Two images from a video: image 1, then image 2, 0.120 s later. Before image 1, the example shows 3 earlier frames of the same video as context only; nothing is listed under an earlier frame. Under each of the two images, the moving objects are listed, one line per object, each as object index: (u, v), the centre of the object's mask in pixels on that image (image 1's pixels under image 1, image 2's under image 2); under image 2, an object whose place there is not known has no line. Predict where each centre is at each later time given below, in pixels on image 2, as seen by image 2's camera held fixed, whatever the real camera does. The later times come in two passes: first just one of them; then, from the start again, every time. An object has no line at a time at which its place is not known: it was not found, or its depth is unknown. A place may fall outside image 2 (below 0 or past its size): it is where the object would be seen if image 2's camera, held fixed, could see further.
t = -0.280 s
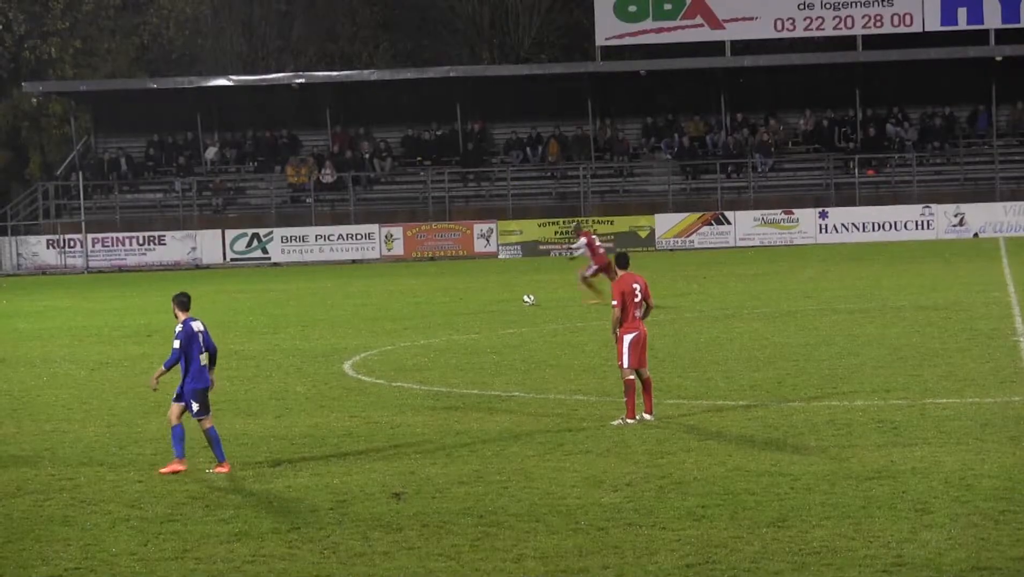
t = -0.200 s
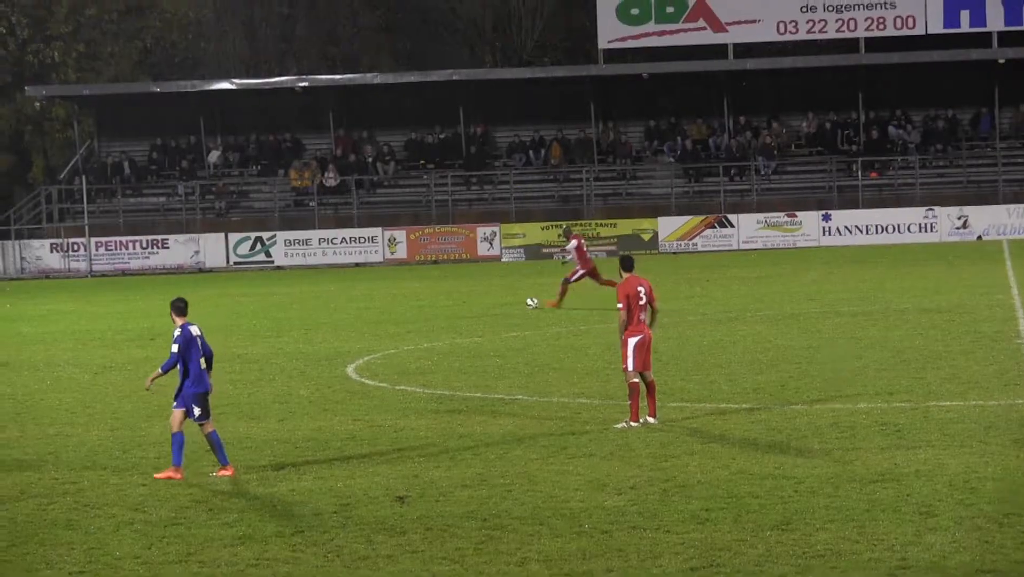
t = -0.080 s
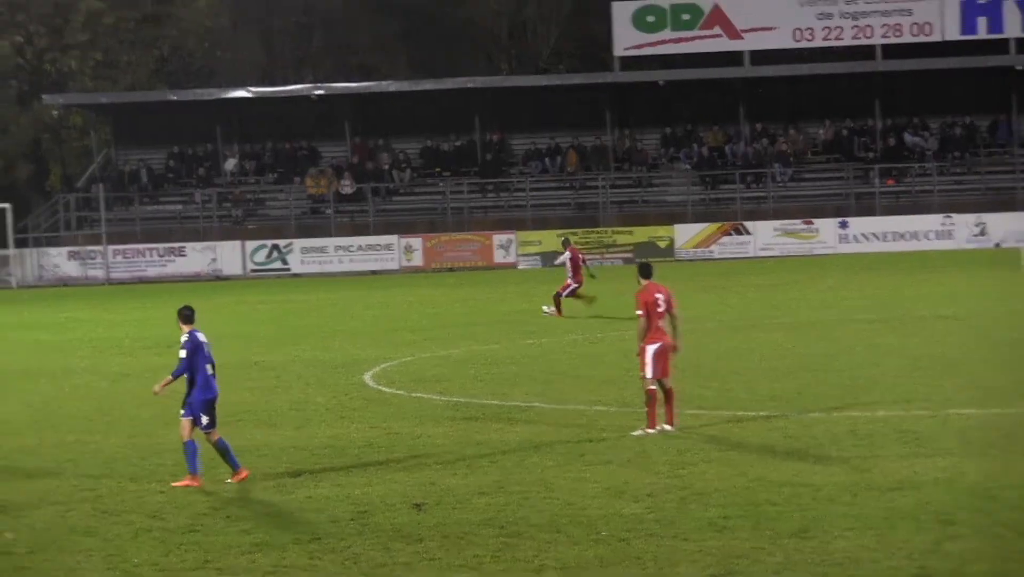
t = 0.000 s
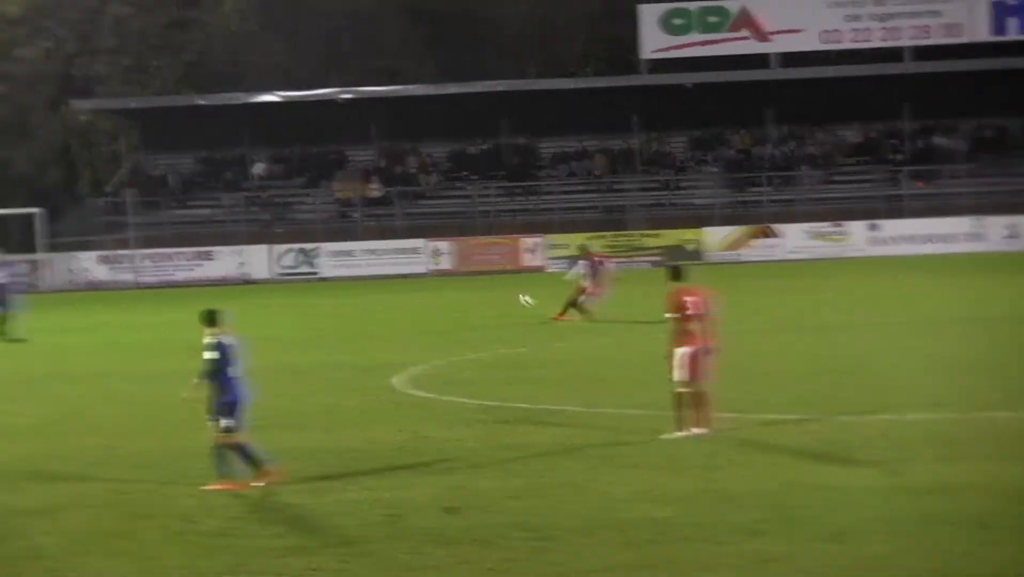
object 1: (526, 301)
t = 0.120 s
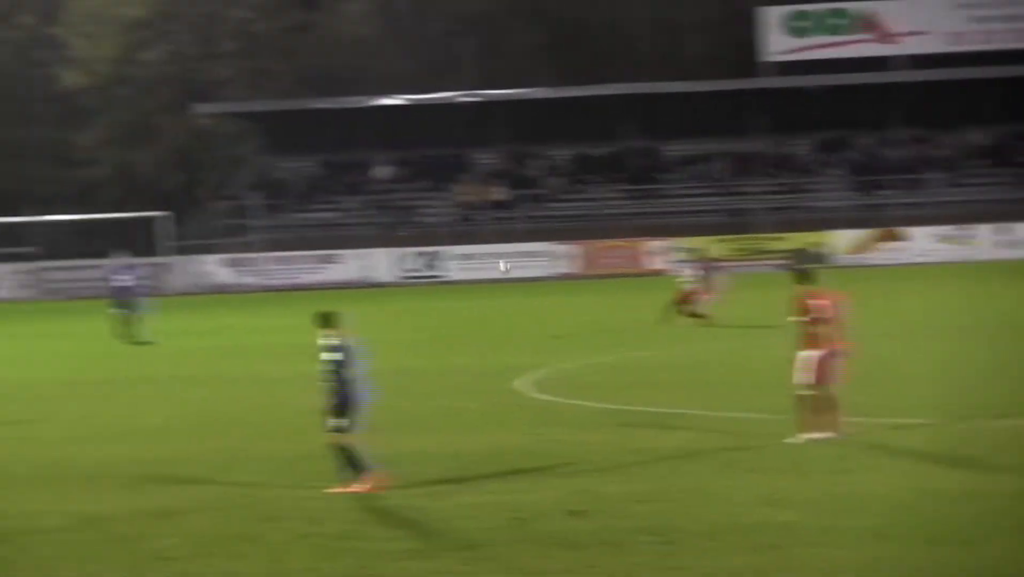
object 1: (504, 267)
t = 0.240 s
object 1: (370, 227)
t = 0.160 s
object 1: (458, 254)
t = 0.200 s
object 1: (415, 240)
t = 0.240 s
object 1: (370, 227)
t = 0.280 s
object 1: (325, 213)
